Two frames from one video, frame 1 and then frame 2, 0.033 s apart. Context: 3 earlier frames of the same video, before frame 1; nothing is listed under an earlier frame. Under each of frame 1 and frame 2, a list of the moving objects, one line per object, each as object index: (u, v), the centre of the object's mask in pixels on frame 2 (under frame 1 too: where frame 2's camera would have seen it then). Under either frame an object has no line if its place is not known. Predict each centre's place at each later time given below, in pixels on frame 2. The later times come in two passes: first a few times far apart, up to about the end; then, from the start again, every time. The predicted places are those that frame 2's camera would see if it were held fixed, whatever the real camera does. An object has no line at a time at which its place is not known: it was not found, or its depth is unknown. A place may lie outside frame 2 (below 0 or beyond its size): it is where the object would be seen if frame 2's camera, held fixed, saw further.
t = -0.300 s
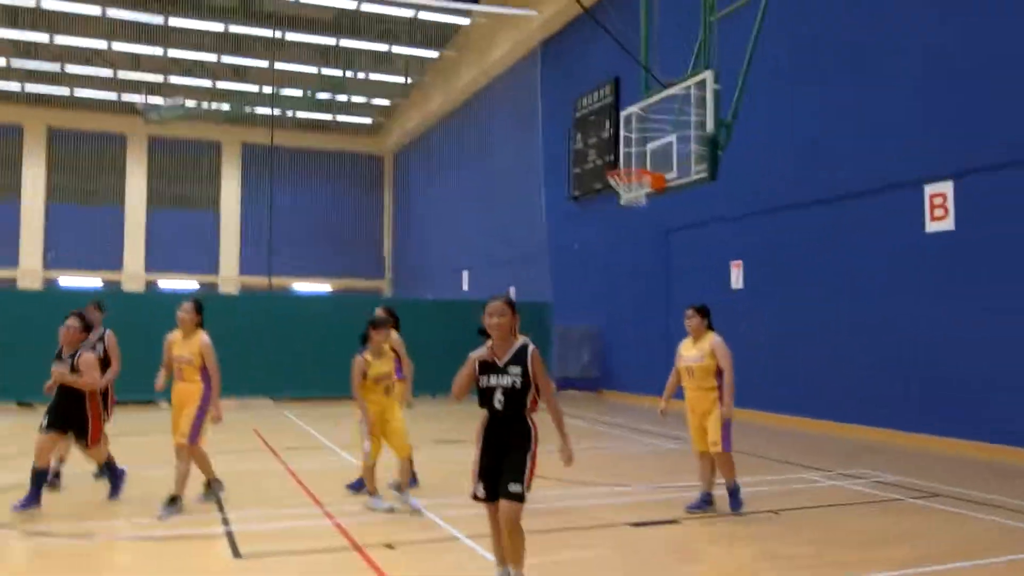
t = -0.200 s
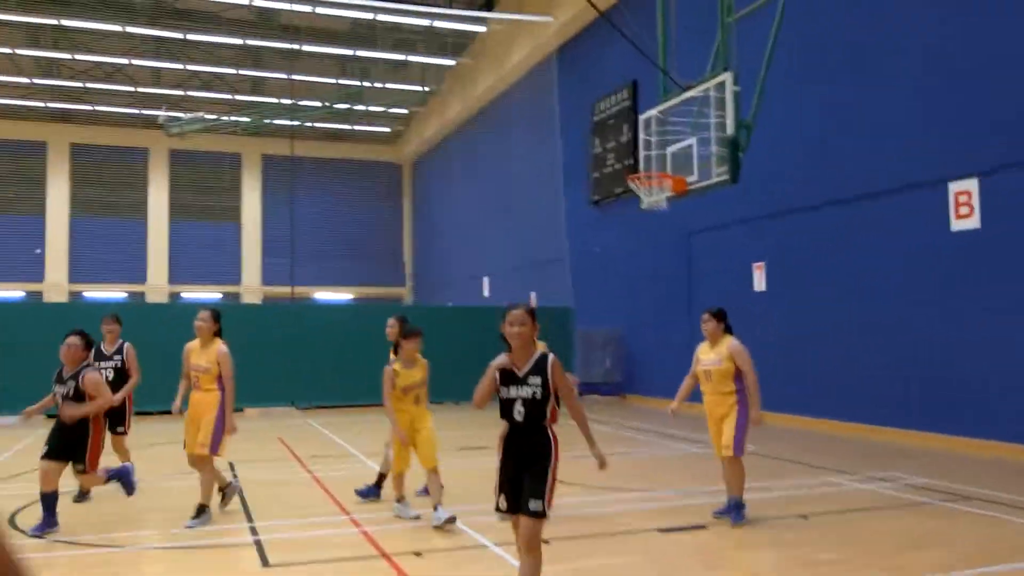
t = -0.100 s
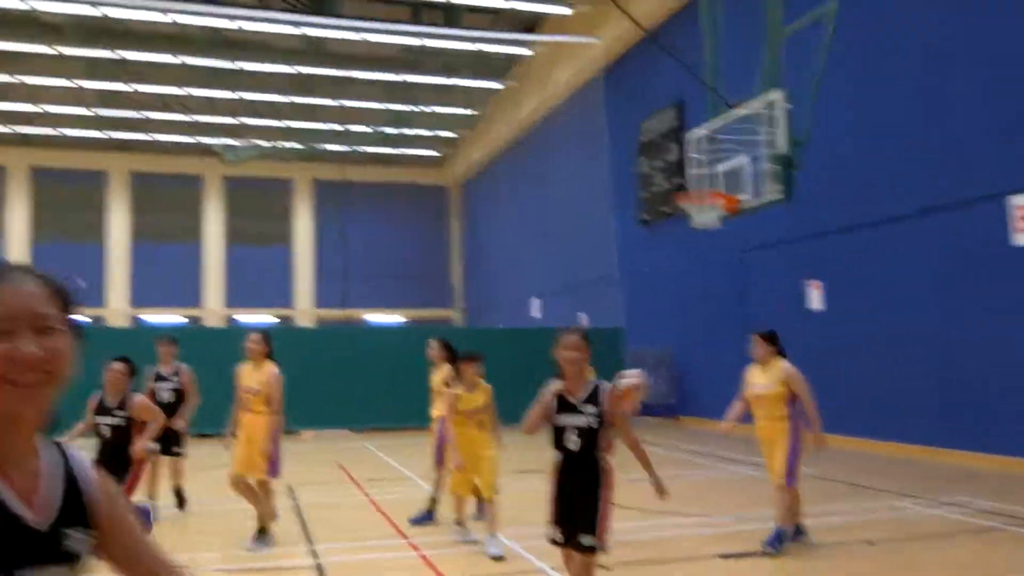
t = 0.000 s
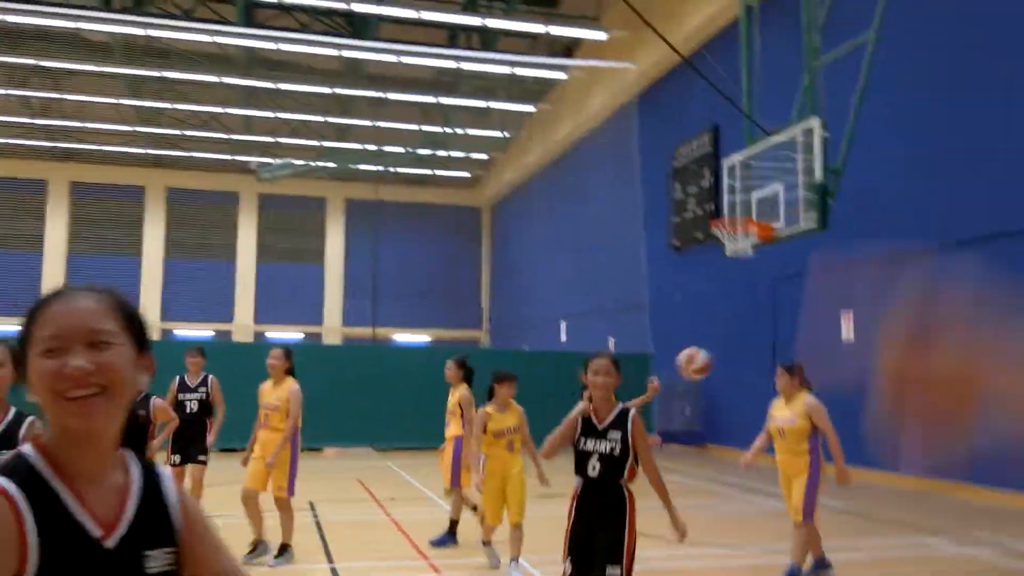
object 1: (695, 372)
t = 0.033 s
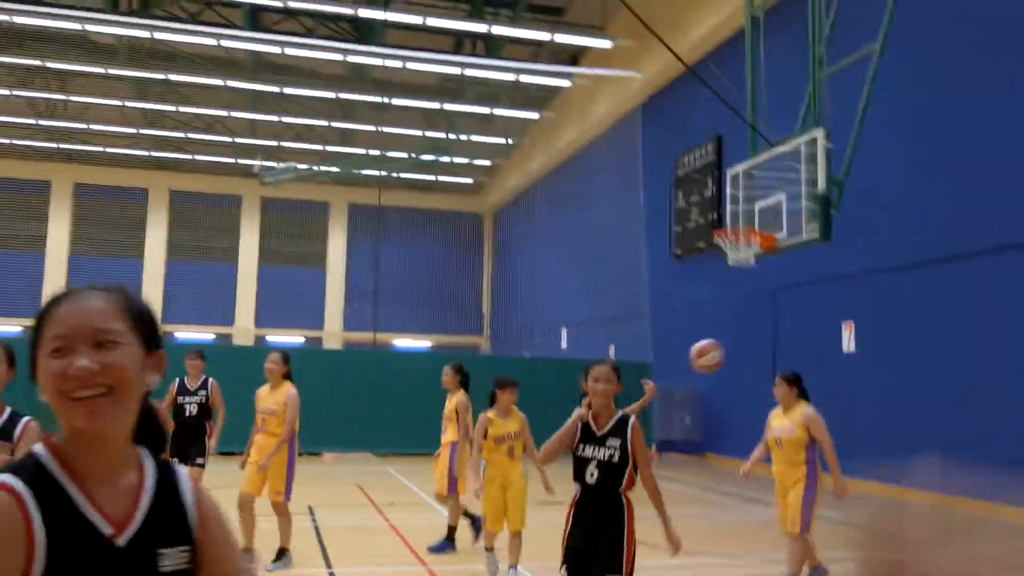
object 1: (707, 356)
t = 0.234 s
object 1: (778, 286)
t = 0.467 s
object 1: (864, 272)
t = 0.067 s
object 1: (719, 340)
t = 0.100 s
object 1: (730, 326)
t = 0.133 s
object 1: (742, 314)
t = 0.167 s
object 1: (754, 302)
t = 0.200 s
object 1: (767, 293)
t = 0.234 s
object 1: (778, 286)
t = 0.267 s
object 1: (790, 280)
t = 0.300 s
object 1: (803, 275)
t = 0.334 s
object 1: (815, 270)
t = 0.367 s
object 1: (828, 268)
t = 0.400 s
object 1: (840, 268)
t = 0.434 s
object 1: (852, 270)
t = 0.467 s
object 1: (864, 272)
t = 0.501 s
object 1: (879, 276)
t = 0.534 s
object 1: (892, 282)
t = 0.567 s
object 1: (907, 289)
